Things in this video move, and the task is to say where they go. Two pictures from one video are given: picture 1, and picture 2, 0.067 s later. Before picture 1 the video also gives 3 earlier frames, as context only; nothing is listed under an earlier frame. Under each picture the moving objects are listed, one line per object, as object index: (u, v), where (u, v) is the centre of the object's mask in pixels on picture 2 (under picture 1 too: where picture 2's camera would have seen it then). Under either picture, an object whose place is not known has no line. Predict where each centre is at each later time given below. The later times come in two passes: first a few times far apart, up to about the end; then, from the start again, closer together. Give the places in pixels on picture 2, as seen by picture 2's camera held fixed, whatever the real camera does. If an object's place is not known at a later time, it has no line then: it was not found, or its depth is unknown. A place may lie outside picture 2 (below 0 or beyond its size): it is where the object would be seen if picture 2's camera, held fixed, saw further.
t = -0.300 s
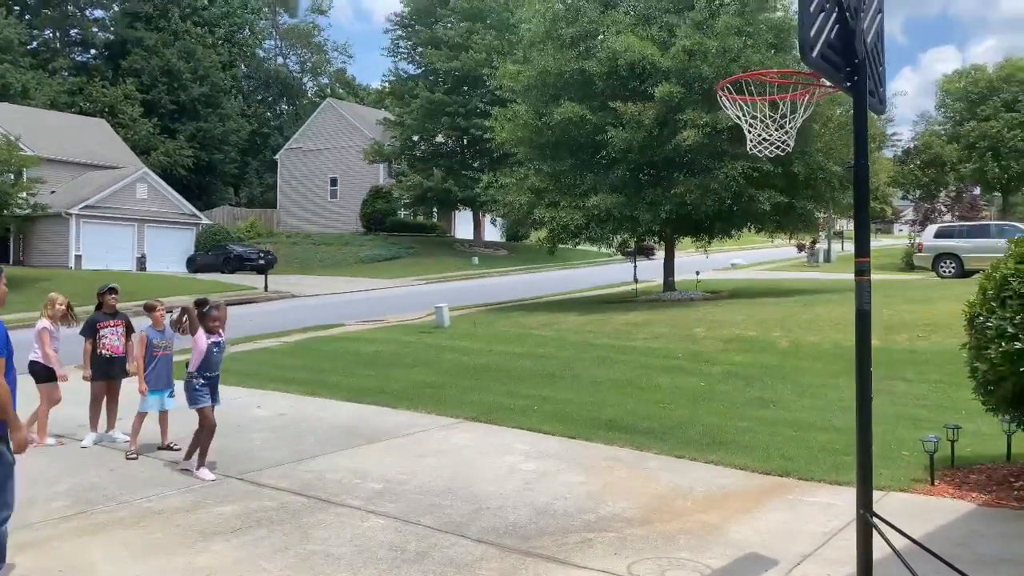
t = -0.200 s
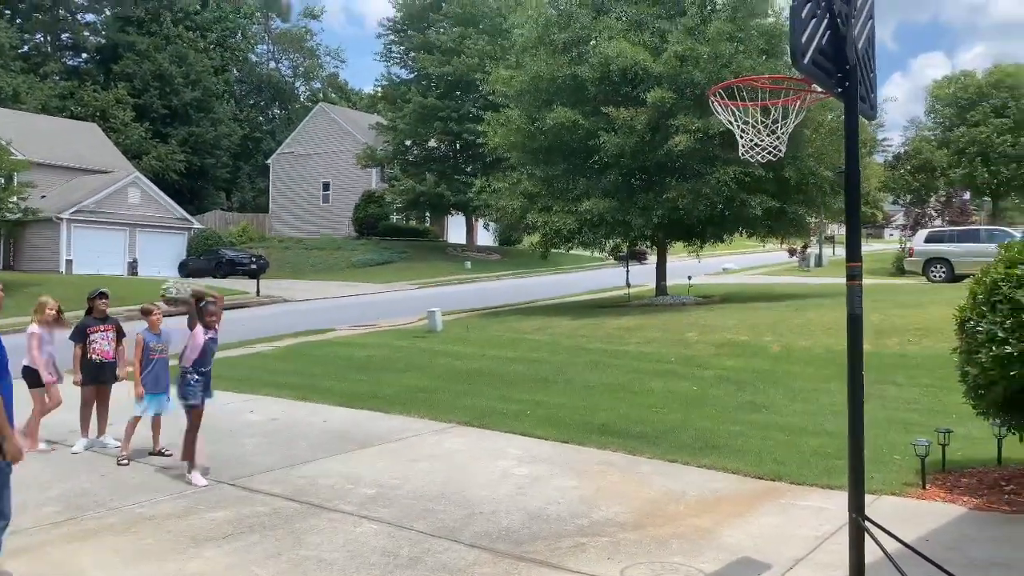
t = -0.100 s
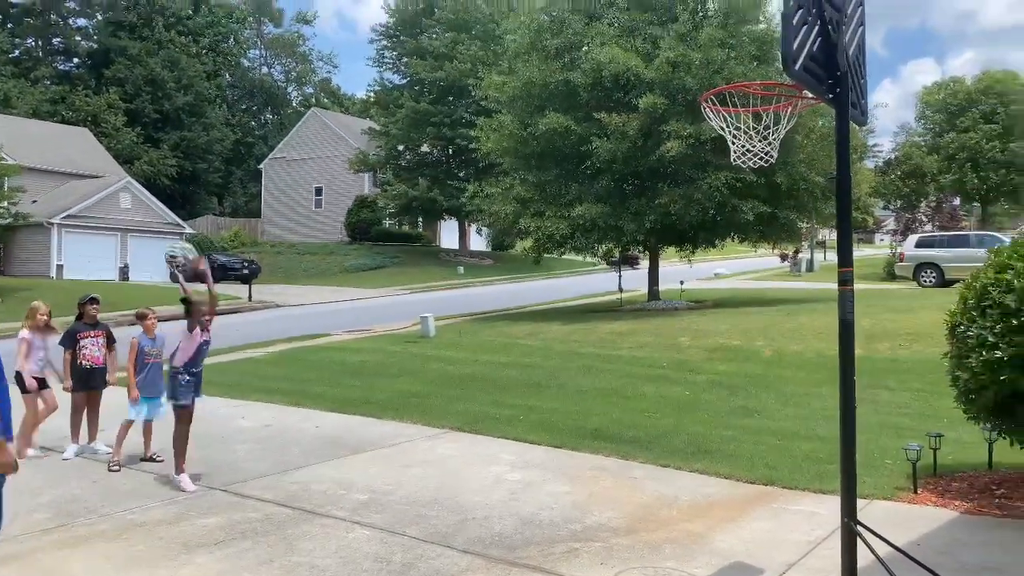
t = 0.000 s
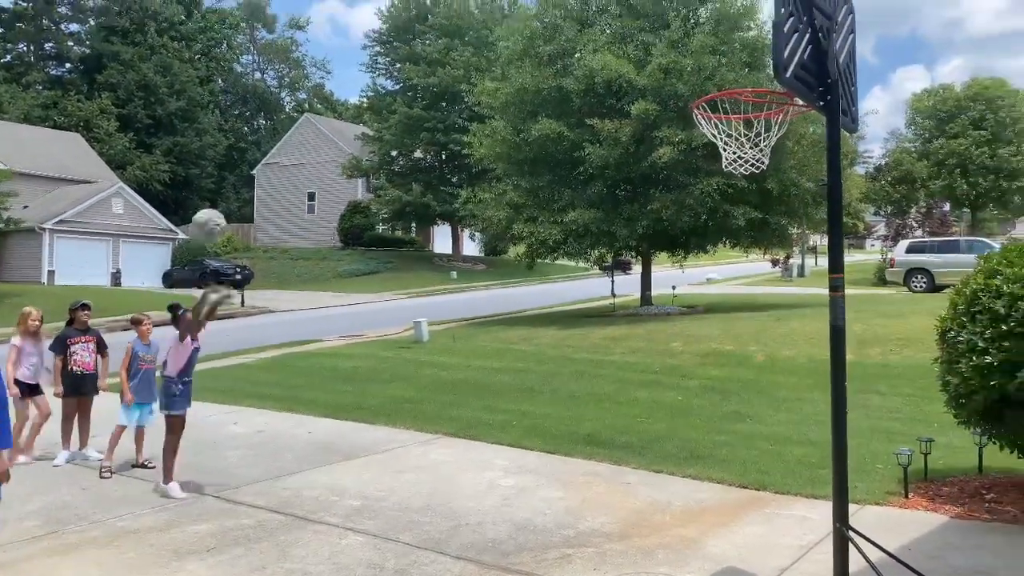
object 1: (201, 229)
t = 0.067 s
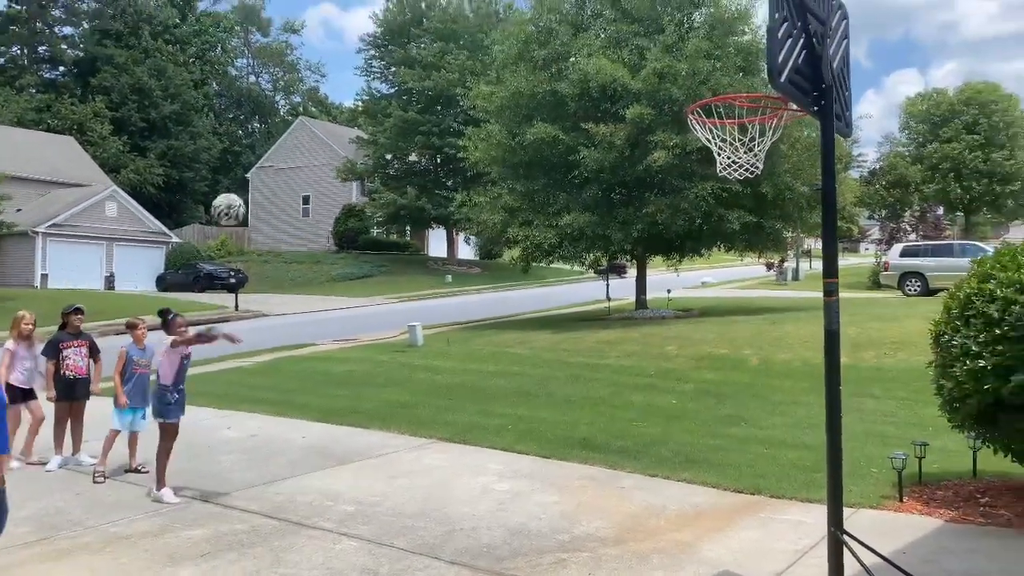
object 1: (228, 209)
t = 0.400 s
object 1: (370, 206)
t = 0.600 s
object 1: (464, 279)
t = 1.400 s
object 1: (796, 324)
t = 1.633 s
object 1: (886, 346)
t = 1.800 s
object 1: (958, 434)
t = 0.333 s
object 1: (340, 193)
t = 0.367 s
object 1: (355, 197)
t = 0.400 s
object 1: (370, 206)
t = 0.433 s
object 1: (384, 211)
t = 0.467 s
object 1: (400, 222)
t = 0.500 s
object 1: (415, 234)
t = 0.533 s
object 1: (431, 248)
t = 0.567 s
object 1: (448, 262)
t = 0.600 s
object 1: (464, 279)
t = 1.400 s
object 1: (796, 324)
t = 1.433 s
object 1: (804, 321)
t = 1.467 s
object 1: (810, 320)
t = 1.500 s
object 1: (849, 321)
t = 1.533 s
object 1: (854, 325)
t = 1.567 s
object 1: (861, 329)
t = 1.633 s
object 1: (886, 346)
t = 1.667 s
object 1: (900, 357)
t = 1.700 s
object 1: (913, 372)
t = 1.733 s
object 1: (928, 389)
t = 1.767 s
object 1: (943, 409)
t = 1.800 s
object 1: (958, 434)
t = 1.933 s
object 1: (1020, 560)
